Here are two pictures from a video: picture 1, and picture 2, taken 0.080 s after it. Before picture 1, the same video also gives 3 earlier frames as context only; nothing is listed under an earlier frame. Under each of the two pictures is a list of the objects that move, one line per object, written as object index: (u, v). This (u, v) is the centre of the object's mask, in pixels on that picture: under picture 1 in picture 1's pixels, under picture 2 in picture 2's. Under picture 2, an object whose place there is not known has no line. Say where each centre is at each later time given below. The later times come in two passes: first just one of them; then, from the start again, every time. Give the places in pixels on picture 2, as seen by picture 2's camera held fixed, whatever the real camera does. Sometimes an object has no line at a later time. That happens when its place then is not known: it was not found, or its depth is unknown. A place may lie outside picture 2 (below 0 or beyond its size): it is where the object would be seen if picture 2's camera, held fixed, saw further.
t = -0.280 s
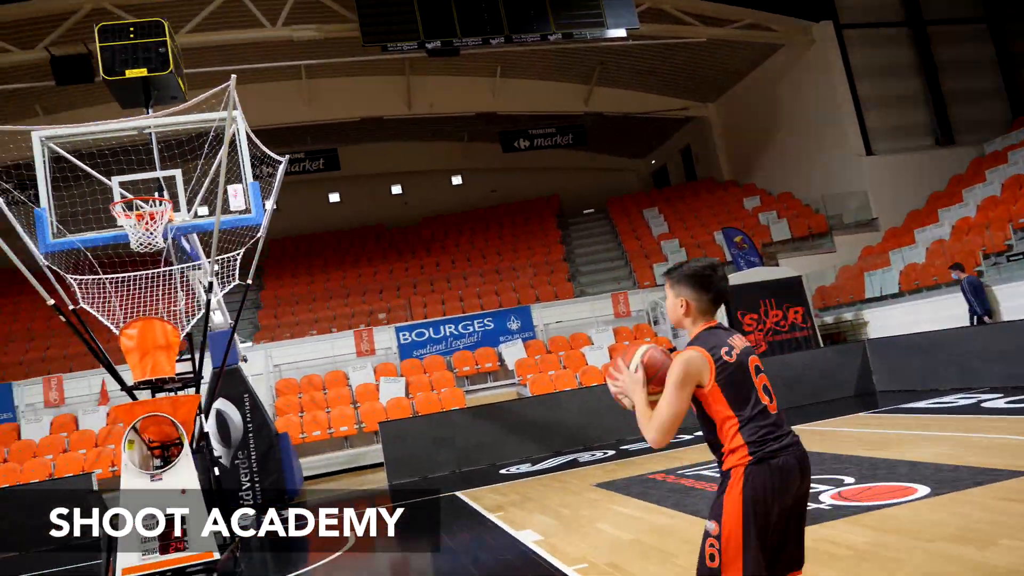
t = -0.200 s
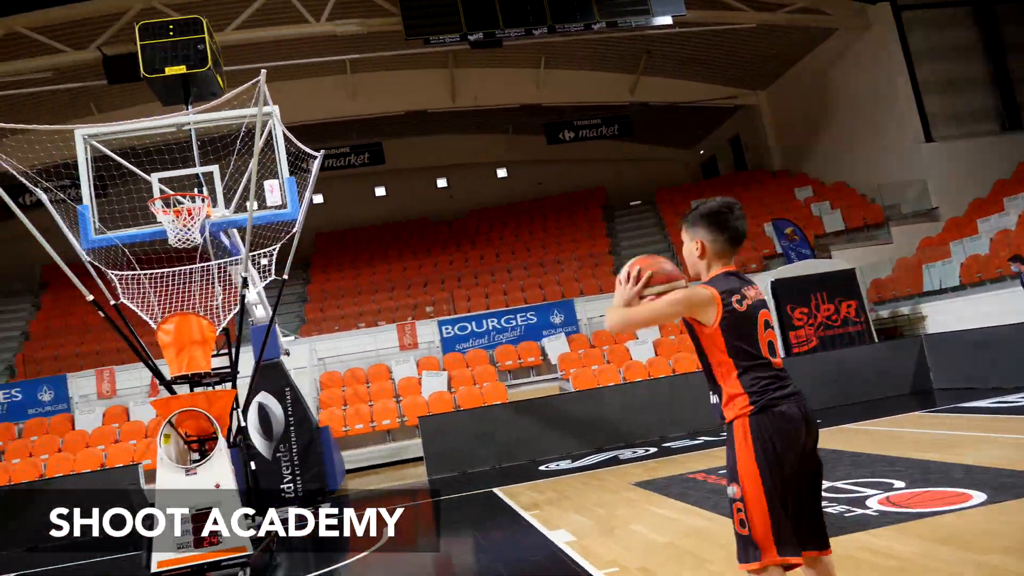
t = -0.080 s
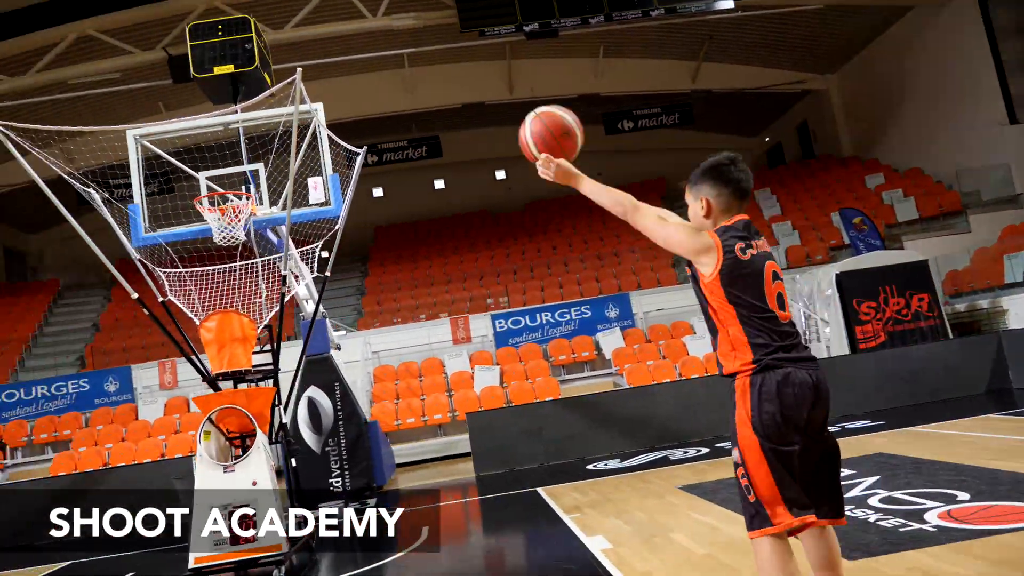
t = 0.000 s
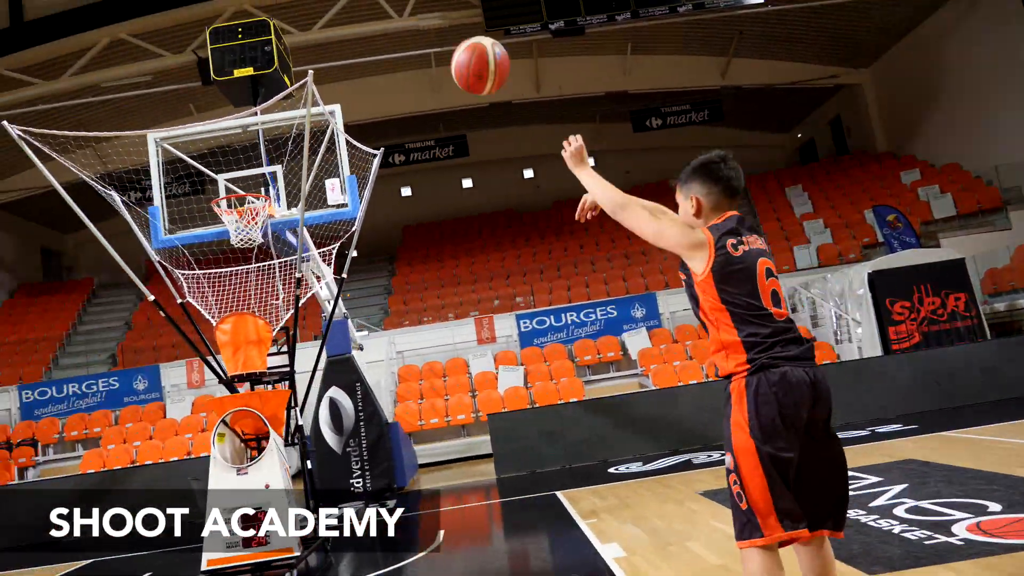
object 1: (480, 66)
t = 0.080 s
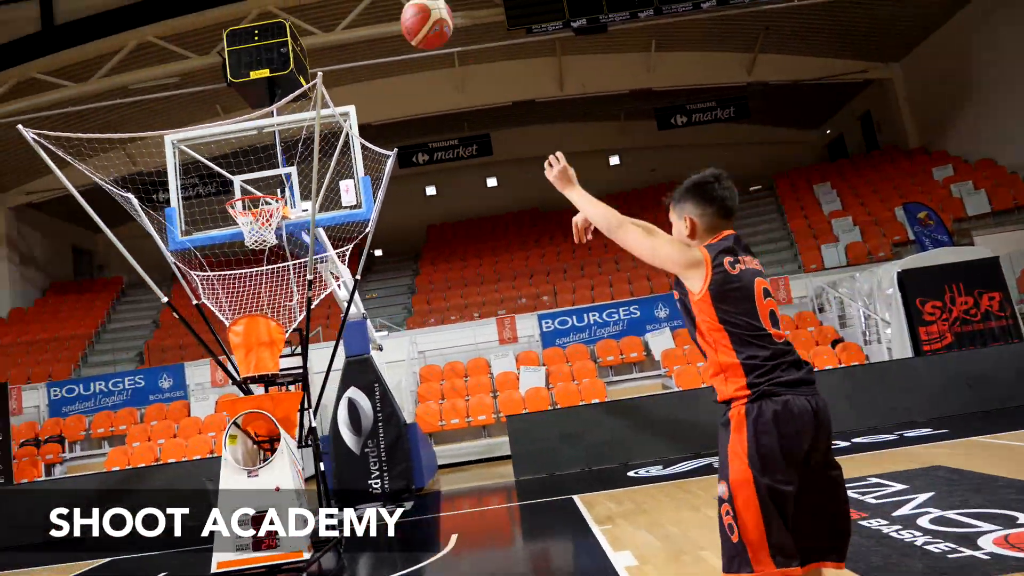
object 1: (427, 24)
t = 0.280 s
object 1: (309, -5)
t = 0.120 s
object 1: (398, 15)
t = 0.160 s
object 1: (371, 7)
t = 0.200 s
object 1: (348, 3)
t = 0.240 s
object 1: (328, -2)
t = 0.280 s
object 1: (309, -5)
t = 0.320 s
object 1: (296, -6)
